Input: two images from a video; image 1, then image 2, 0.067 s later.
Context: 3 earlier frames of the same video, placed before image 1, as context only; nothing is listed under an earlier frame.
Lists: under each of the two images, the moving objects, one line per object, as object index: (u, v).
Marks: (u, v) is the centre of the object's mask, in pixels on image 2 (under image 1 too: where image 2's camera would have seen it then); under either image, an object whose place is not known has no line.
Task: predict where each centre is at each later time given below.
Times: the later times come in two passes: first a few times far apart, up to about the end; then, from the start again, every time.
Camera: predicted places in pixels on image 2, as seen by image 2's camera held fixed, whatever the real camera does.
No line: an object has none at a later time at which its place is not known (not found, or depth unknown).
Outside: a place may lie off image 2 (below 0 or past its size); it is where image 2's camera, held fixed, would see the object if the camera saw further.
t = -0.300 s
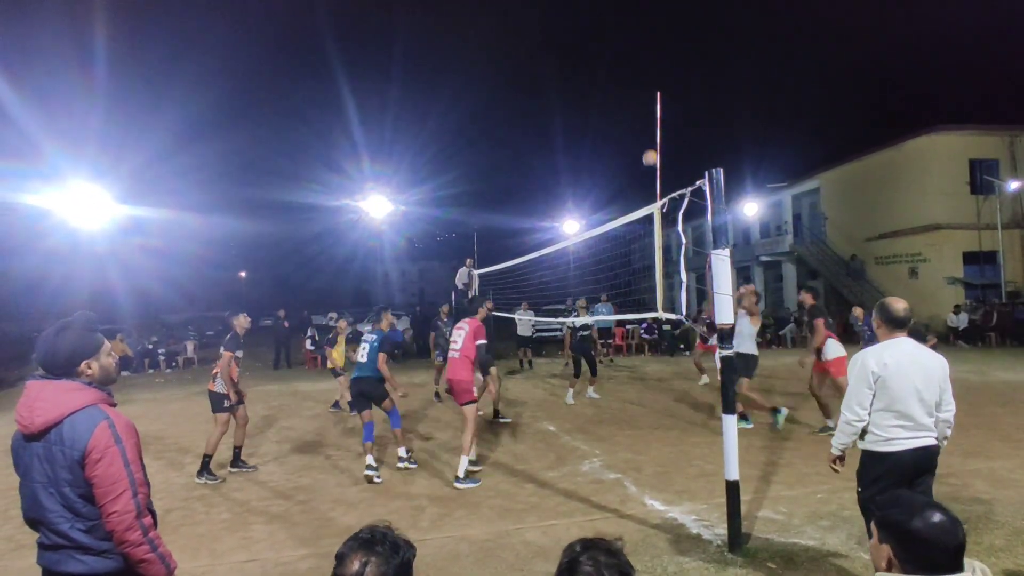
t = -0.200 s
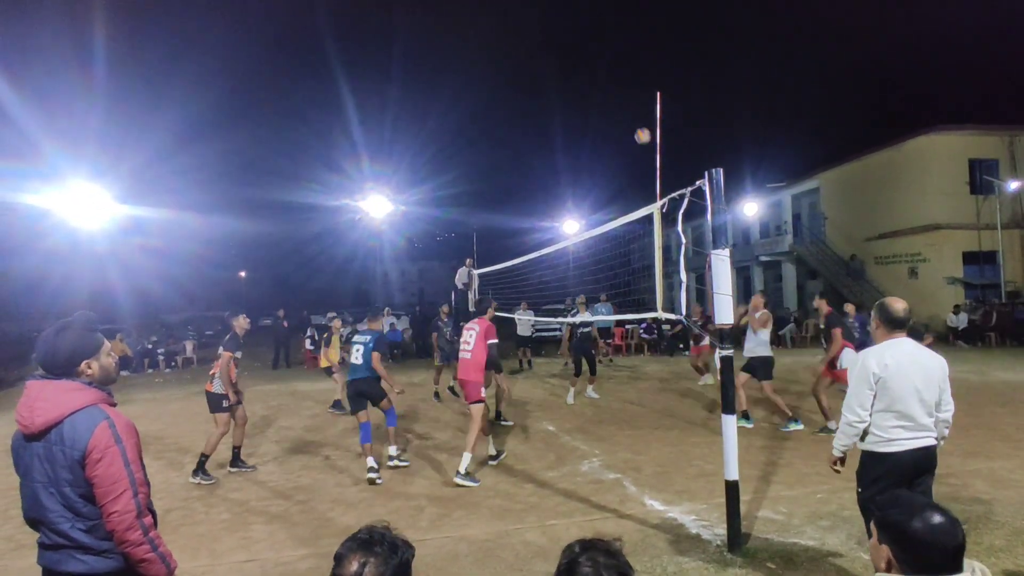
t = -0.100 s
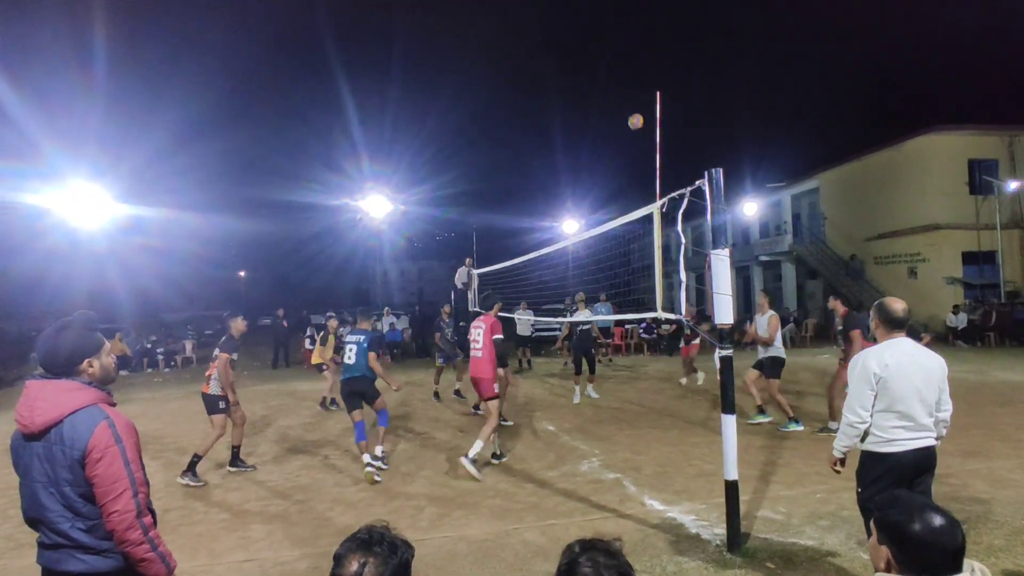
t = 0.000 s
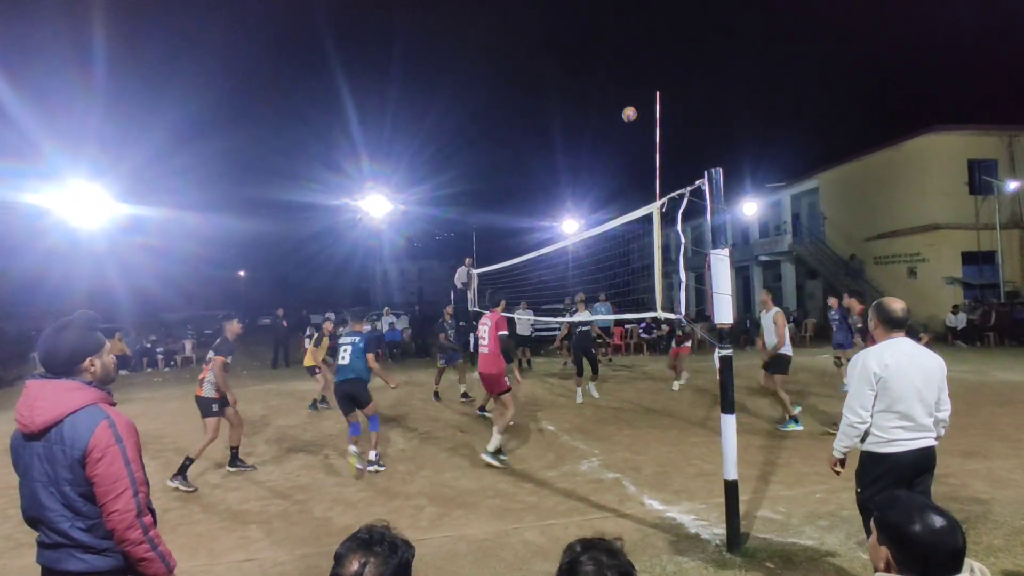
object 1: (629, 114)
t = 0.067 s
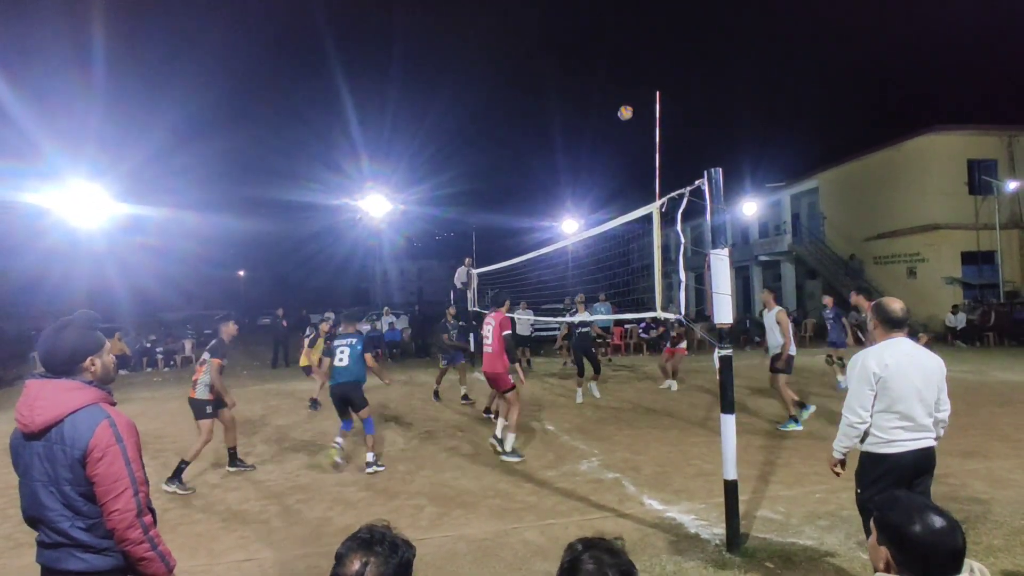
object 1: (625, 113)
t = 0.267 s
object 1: (615, 127)
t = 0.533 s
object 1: (604, 181)
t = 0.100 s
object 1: (623, 113)
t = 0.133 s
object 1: (622, 114)
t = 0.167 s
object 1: (620, 116)
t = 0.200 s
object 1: (618, 119)
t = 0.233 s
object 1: (617, 123)
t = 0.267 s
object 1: (615, 127)
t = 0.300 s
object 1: (613, 131)
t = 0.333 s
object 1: (612, 136)
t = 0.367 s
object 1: (611, 142)
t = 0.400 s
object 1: (609, 149)
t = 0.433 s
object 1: (608, 156)
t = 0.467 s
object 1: (607, 164)
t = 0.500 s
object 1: (606, 172)
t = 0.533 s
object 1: (604, 181)
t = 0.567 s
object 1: (603, 191)
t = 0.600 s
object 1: (602, 200)
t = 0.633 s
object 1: (601, 212)
